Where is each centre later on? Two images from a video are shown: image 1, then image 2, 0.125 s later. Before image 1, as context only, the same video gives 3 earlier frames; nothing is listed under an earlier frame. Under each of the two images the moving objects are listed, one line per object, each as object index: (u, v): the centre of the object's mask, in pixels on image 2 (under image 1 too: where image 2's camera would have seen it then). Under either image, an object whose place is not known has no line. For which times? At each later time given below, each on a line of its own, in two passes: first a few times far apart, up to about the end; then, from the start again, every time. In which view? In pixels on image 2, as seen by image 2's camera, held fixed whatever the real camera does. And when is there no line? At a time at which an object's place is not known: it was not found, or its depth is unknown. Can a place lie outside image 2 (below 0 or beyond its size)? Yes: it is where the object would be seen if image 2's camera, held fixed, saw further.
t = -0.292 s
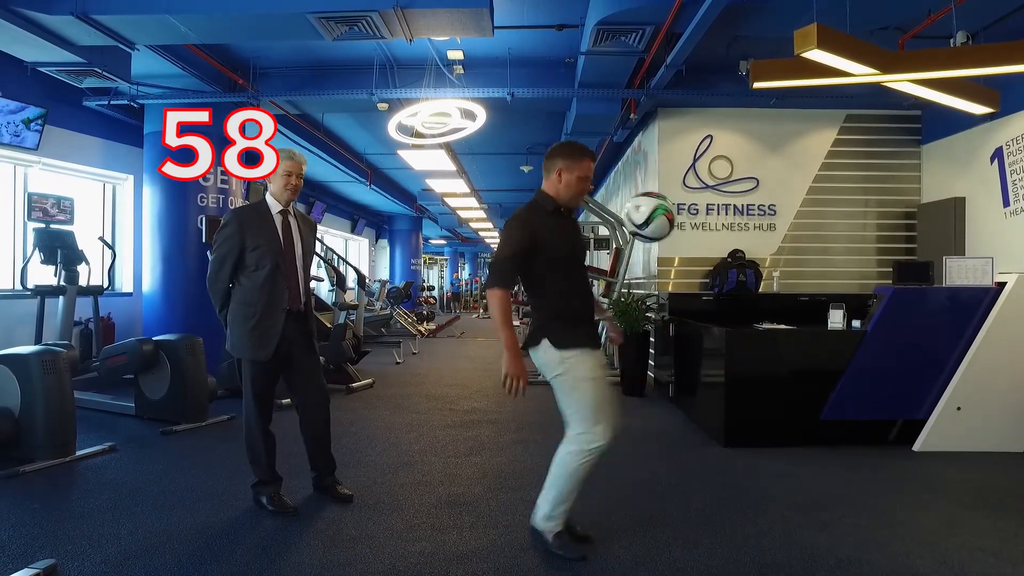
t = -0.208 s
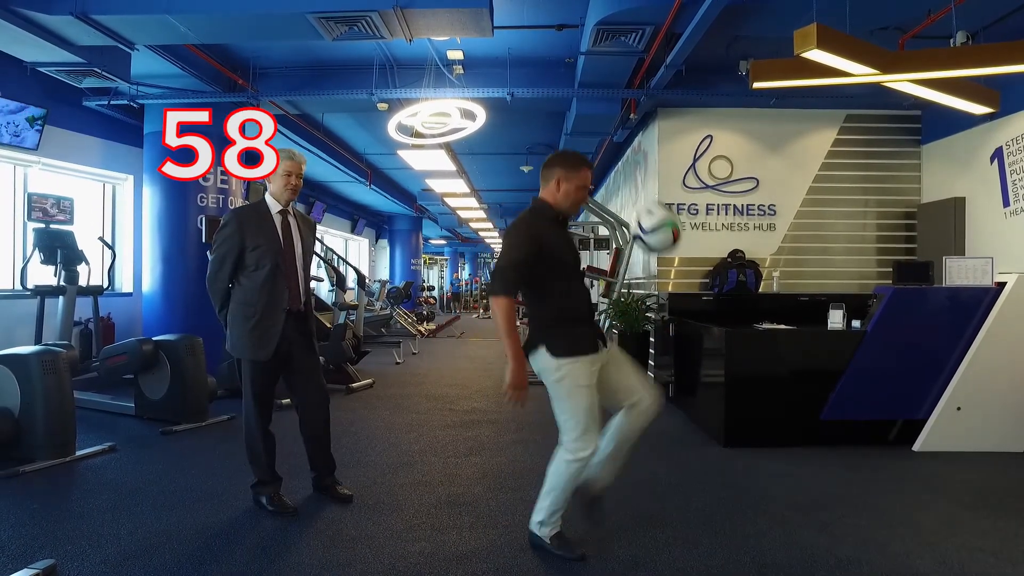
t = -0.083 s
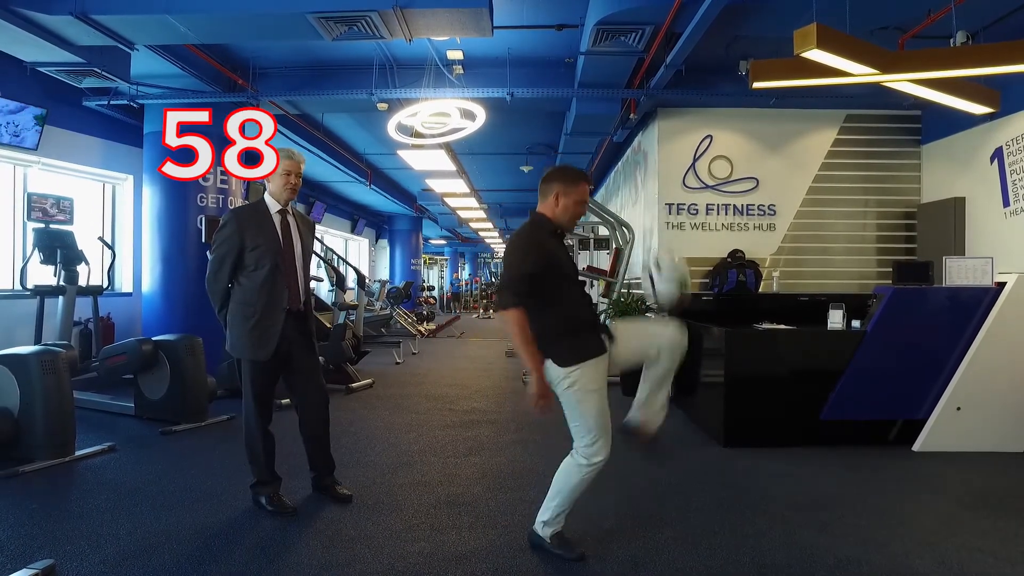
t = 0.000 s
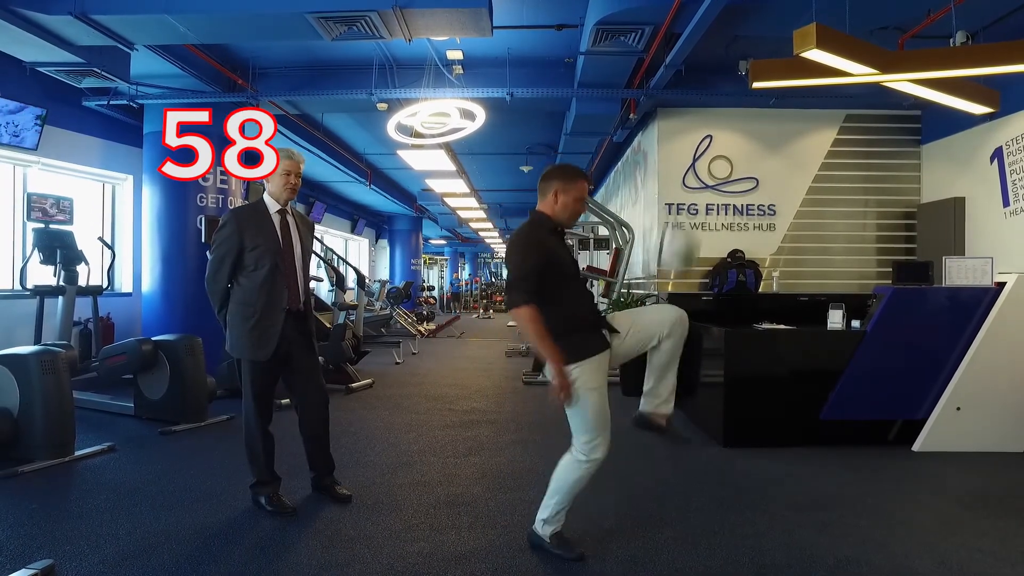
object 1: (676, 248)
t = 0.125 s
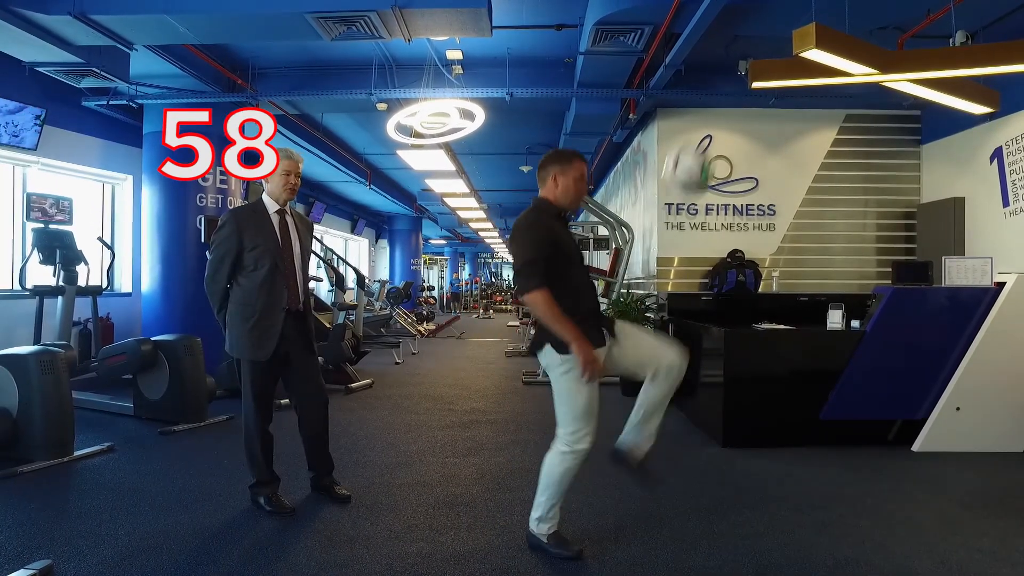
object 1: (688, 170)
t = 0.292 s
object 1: (708, 116)
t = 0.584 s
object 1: (744, 171)
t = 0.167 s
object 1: (692, 152)
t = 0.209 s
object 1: (698, 135)
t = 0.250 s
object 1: (703, 124)
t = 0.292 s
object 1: (708, 116)
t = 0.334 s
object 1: (714, 112)
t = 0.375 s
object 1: (718, 113)
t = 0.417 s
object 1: (723, 115)
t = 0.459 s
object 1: (728, 122)
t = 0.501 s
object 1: (734, 134)
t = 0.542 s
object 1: (739, 151)
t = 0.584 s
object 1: (744, 171)
